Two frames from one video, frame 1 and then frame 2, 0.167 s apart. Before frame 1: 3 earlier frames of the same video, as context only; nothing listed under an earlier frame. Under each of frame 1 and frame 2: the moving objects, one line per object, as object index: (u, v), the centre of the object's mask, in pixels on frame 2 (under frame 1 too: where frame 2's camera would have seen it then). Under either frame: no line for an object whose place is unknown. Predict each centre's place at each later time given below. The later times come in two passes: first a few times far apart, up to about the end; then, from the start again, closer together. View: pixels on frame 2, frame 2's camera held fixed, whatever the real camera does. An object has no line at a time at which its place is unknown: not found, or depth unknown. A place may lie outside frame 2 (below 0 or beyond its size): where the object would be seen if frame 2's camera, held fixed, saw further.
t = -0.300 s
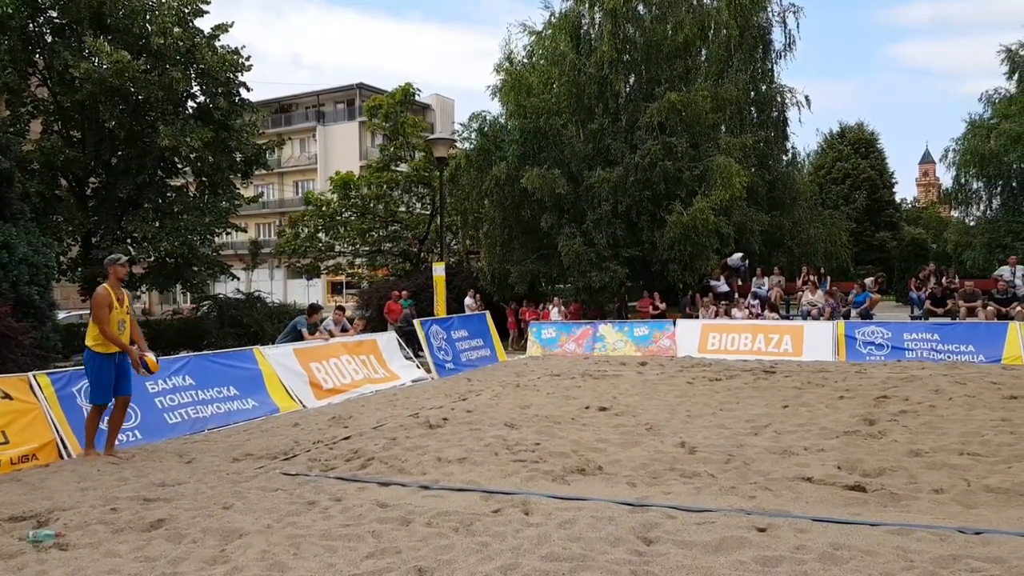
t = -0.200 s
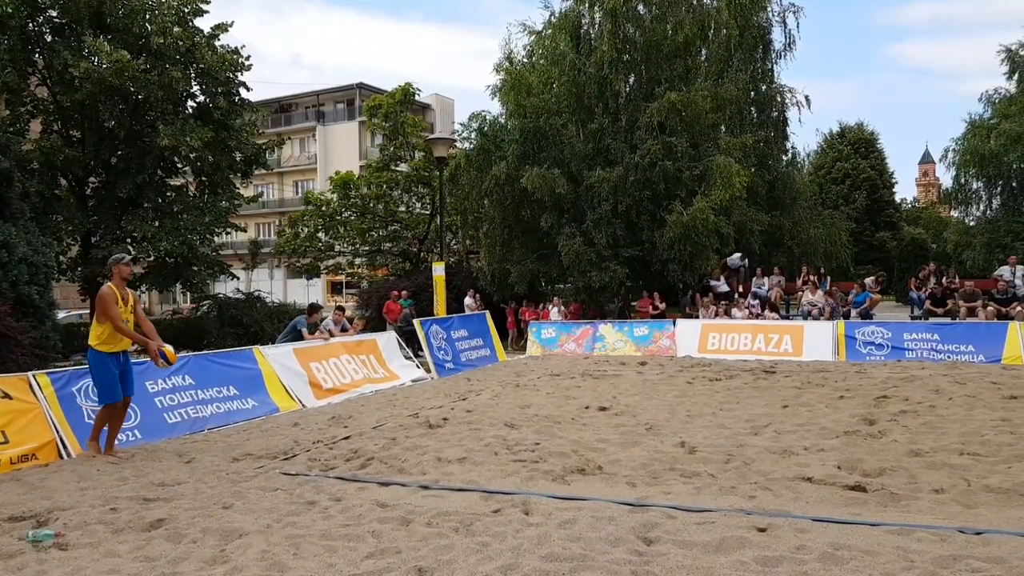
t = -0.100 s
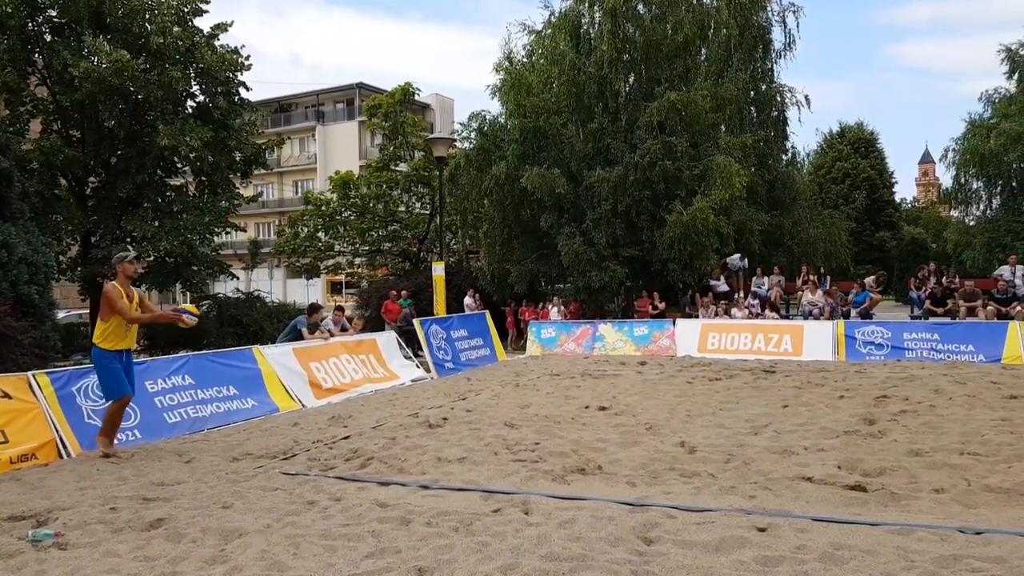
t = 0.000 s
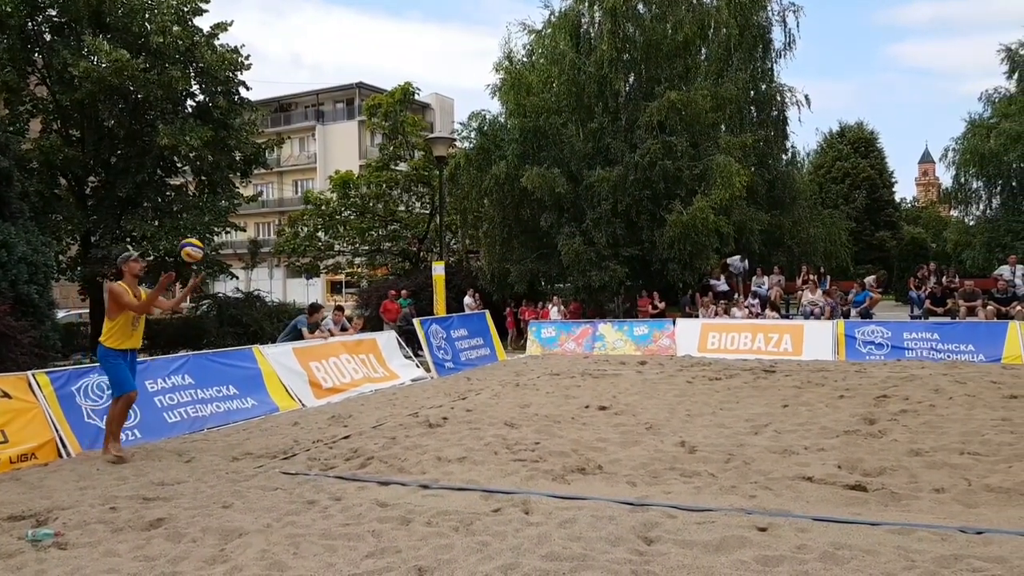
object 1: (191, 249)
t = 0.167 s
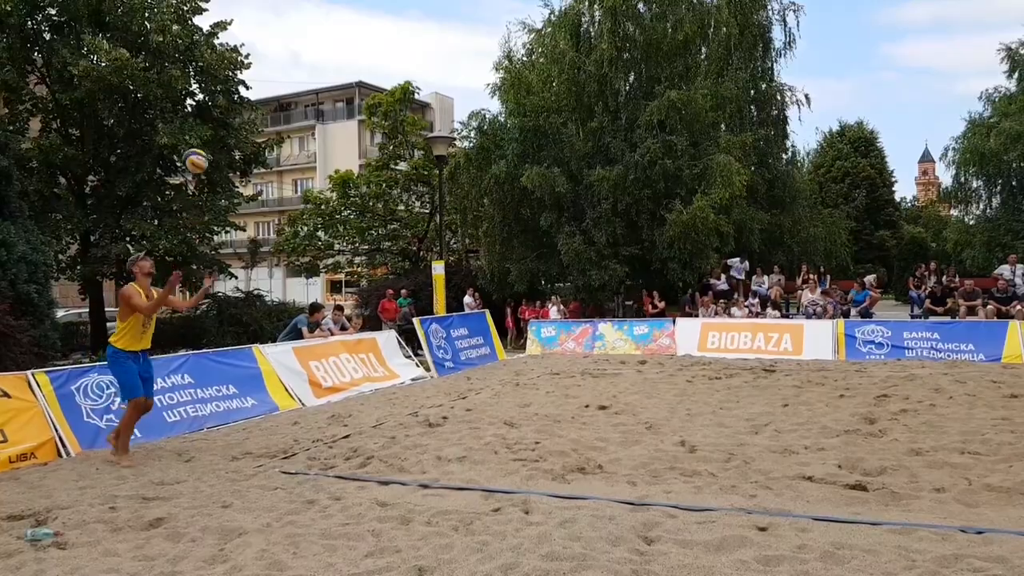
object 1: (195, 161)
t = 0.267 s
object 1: (199, 121)
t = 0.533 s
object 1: (206, 71)
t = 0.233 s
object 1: (197, 133)
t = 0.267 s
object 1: (199, 121)
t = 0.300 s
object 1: (200, 111)
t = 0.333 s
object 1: (200, 101)
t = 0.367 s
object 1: (201, 93)
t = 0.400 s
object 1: (202, 86)
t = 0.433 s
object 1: (203, 80)
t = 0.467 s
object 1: (204, 76)
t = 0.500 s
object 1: (205, 73)
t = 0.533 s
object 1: (206, 71)
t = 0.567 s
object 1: (207, 70)
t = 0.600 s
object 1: (209, 70)
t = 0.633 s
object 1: (210, 72)
